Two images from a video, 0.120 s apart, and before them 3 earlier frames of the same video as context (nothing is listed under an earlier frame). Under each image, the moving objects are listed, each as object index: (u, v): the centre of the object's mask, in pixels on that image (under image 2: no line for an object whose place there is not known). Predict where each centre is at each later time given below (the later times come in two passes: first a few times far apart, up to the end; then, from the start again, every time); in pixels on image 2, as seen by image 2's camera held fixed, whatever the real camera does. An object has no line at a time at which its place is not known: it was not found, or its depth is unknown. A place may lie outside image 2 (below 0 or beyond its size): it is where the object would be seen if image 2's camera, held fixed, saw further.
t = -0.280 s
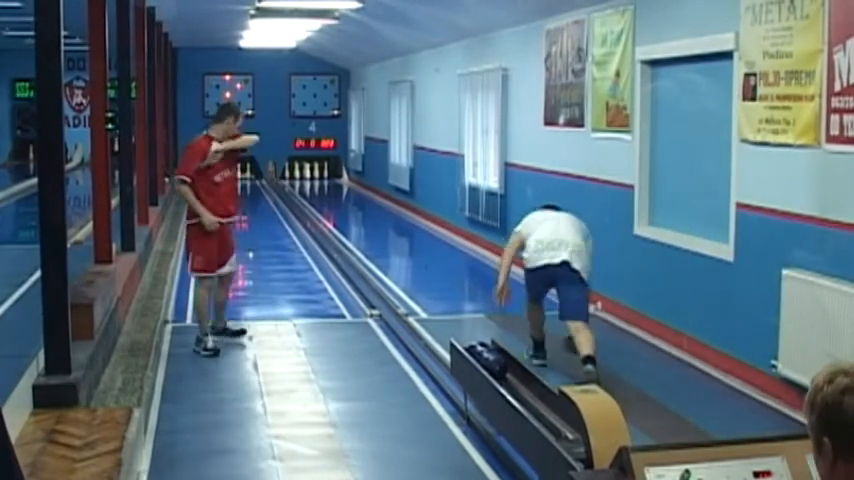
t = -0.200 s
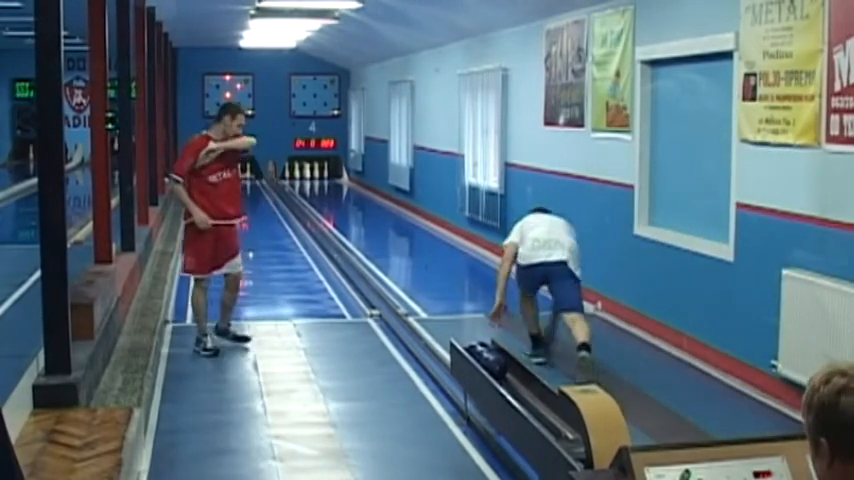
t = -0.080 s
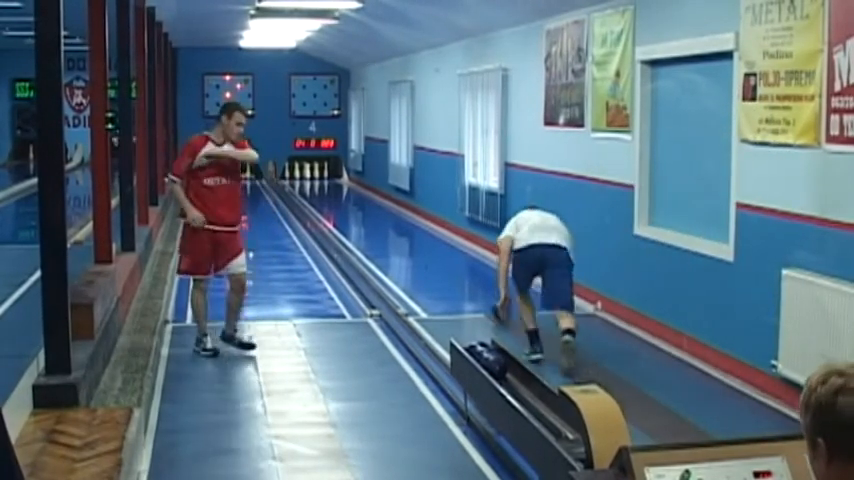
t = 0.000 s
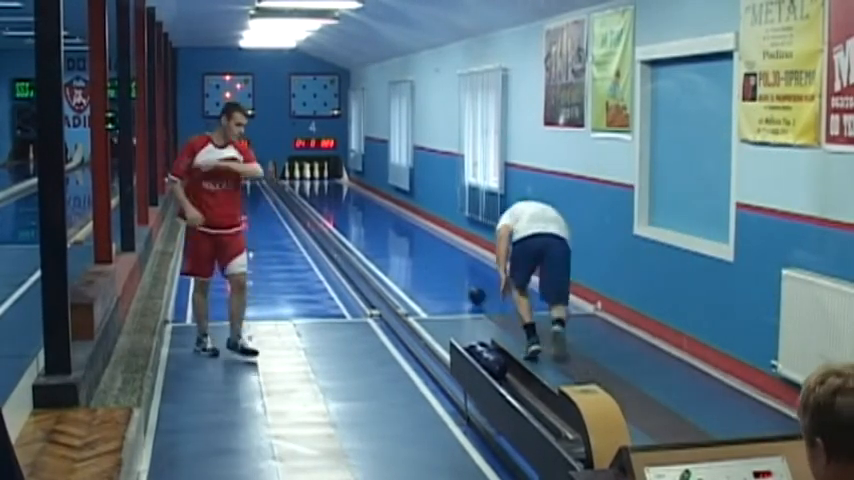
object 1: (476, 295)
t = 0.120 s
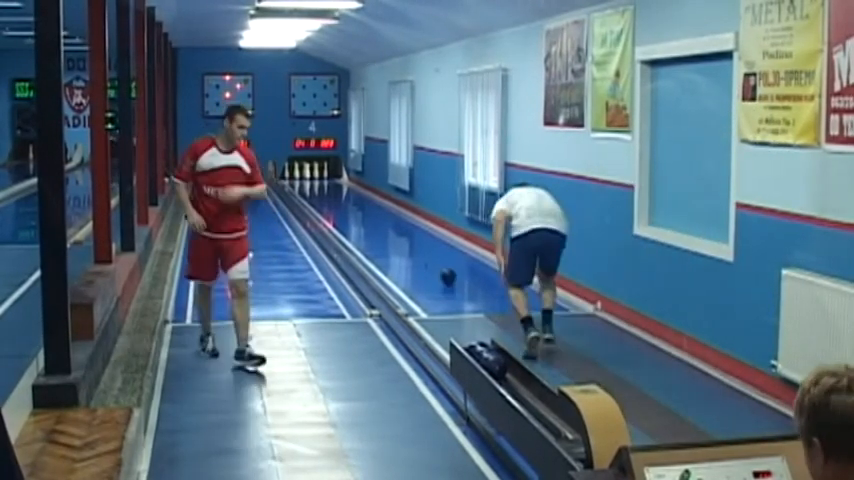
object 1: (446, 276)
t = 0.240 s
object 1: (424, 261)
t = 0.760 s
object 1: (360, 219)
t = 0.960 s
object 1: (345, 209)
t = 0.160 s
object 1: (439, 271)
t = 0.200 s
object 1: (431, 266)
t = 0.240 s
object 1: (424, 261)
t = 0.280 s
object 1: (417, 257)
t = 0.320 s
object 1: (411, 253)
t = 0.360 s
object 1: (405, 249)
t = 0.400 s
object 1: (400, 245)
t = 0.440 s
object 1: (394, 242)
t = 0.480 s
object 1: (389, 238)
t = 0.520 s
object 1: (384, 235)
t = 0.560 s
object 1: (380, 232)
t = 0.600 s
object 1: (375, 229)
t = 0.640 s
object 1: (371, 226)
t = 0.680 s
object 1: (367, 224)
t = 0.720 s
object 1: (364, 222)
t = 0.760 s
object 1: (360, 219)
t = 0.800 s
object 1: (357, 217)
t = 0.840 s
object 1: (354, 215)
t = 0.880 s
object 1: (351, 213)
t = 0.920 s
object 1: (348, 211)
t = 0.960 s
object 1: (345, 209)
